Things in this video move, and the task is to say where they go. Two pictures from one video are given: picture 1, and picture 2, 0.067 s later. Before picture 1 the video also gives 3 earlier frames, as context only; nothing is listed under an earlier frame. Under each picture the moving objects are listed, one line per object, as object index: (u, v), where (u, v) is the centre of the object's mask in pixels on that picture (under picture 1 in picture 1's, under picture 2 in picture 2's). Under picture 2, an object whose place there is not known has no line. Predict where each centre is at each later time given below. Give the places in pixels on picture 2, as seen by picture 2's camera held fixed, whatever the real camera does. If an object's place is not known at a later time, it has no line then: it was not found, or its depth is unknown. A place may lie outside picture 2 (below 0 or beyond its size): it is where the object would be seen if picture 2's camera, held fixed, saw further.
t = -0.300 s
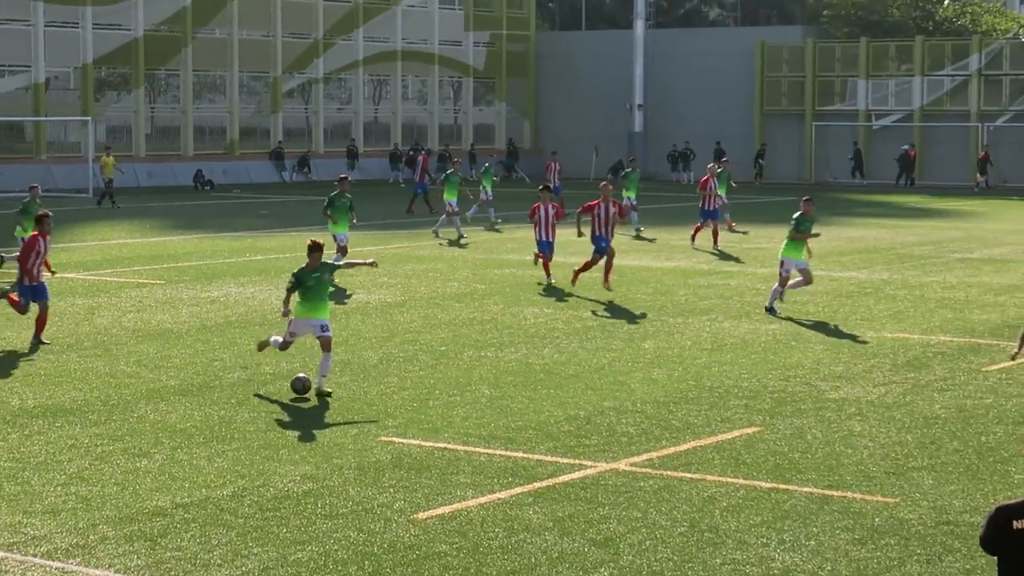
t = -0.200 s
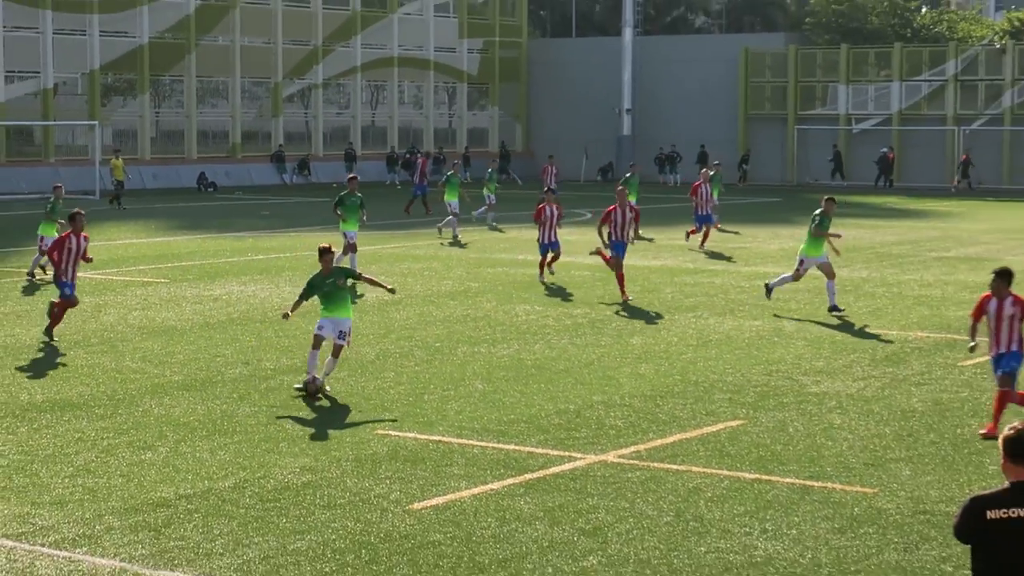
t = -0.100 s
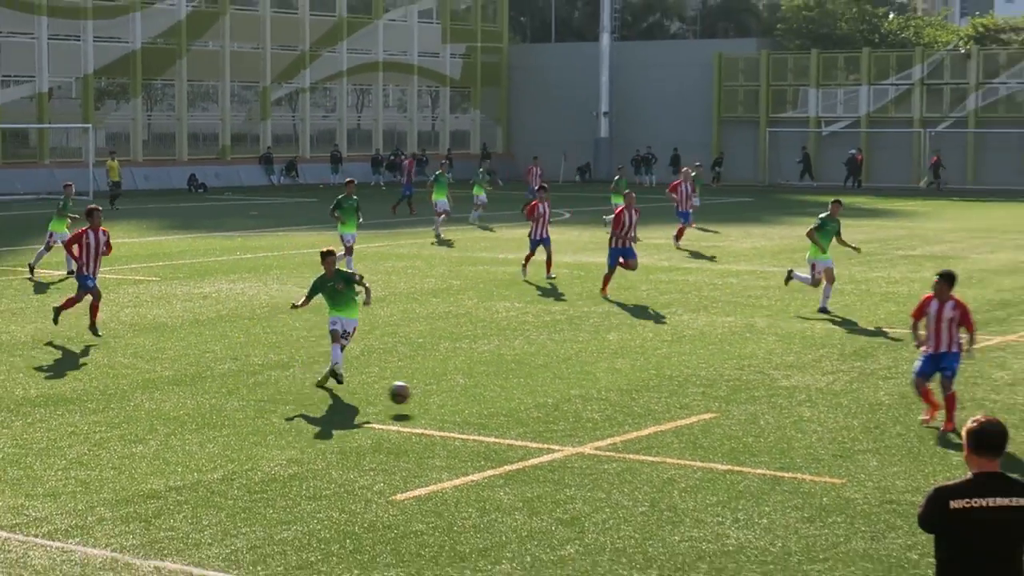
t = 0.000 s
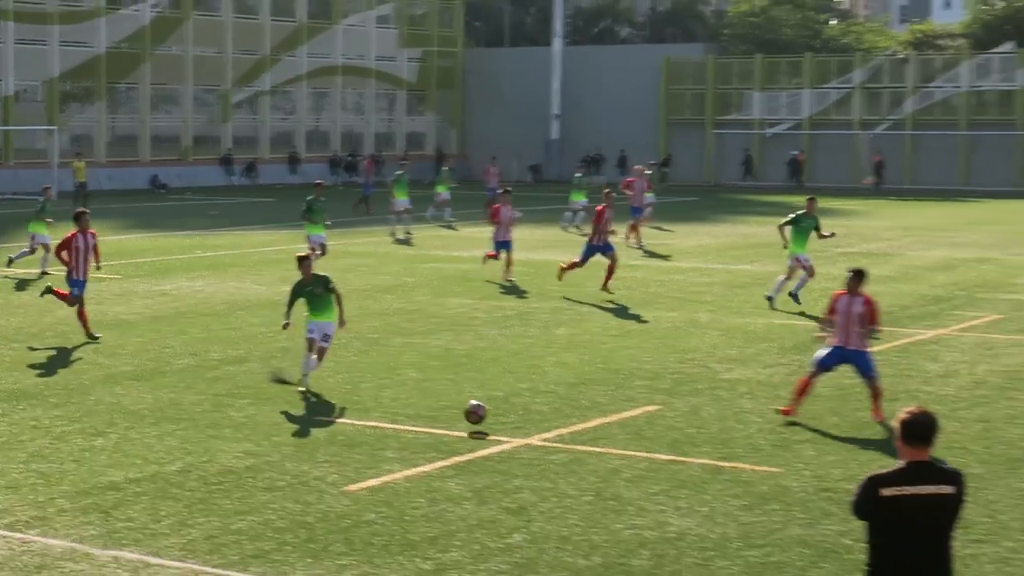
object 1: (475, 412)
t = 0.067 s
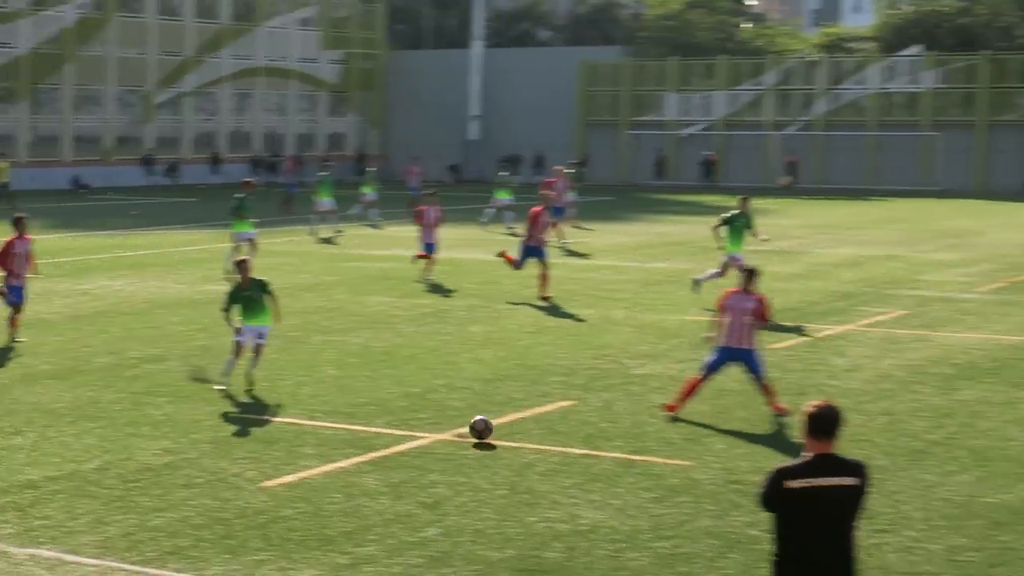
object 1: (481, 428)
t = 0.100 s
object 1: (524, 429)
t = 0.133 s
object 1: (570, 433)
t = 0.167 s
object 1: (617, 439)
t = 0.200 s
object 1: (665, 447)
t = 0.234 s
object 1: (716, 455)
